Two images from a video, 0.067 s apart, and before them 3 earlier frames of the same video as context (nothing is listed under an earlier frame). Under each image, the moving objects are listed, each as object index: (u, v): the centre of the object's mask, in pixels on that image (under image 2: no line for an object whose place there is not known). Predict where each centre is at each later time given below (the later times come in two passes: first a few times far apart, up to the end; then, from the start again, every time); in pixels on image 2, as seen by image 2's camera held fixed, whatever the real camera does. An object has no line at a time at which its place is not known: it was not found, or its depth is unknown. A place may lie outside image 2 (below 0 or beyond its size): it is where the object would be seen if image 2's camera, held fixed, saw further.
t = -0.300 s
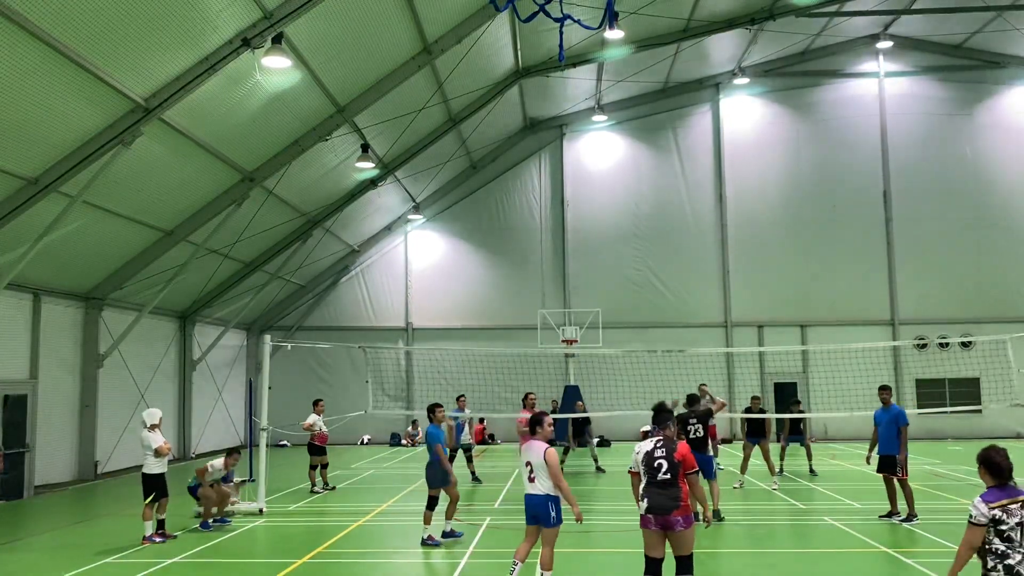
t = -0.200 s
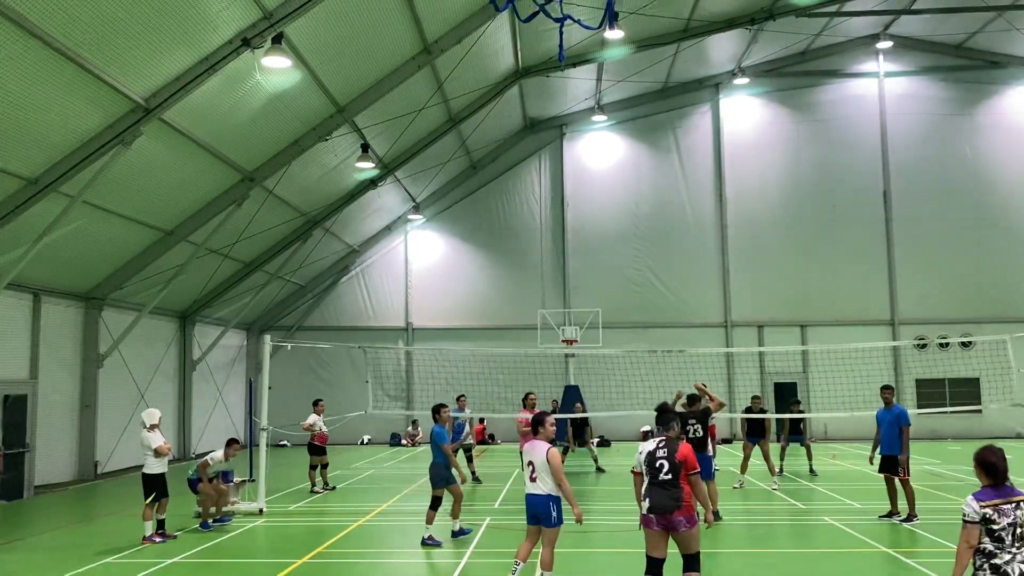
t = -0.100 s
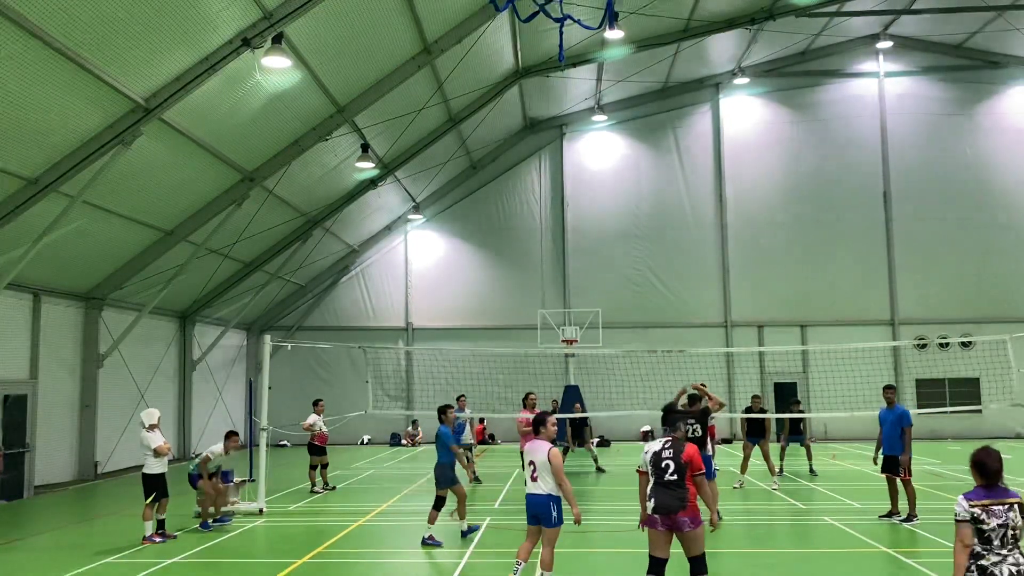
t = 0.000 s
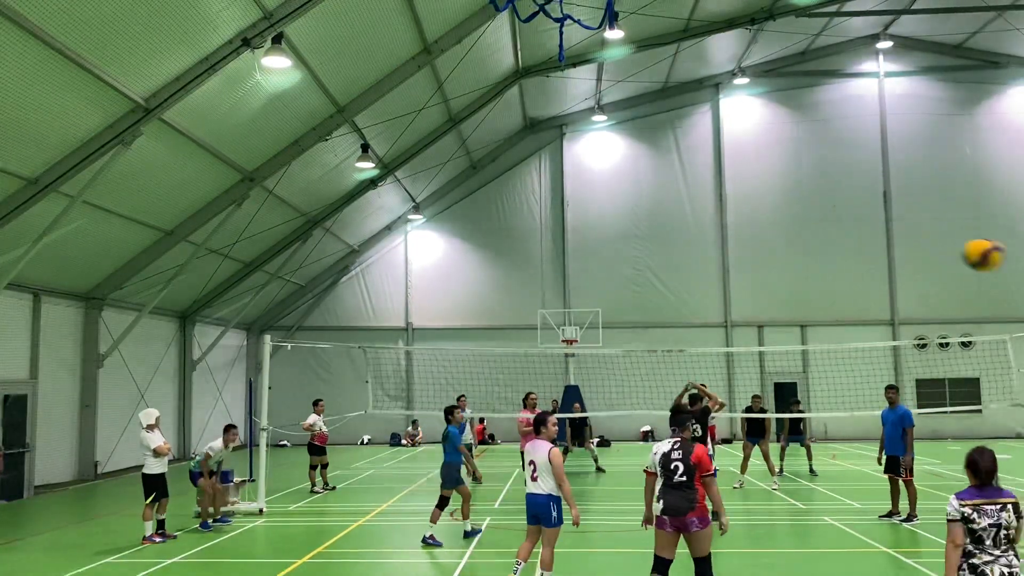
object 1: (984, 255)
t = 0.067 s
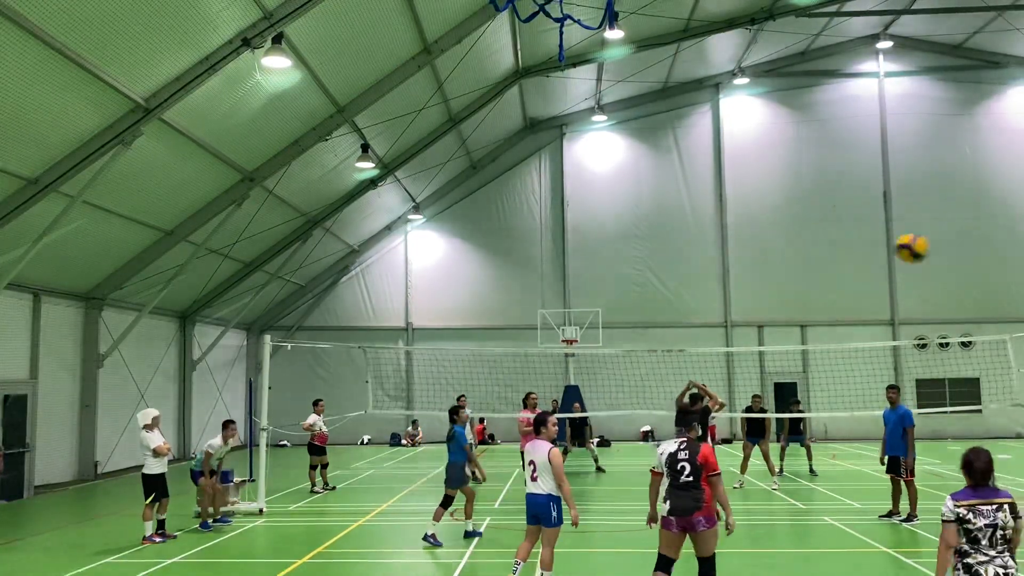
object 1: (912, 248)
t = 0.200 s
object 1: (817, 256)
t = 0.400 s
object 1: (737, 291)
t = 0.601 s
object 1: (691, 339)
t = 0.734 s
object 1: (677, 354)
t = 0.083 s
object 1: (897, 248)
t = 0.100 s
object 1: (882, 248)
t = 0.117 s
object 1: (870, 248)
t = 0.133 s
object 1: (858, 250)
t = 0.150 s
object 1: (846, 251)
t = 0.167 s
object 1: (837, 252)
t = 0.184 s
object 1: (827, 253)
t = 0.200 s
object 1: (817, 256)
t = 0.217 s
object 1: (809, 258)
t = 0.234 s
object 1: (800, 260)
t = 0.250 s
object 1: (792, 263)
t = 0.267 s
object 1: (785, 266)
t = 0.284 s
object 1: (778, 268)
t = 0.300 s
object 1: (771, 271)
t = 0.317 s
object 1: (765, 274)
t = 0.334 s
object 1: (758, 278)
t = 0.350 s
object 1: (752, 281)
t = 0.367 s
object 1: (747, 284)
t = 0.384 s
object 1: (742, 287)
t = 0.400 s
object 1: (737, 291)
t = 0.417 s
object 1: (733, 294)
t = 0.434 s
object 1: (728, 298)
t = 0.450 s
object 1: (723, 302)
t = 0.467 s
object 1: (718, 306)
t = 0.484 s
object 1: (715, 310)
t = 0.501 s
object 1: (711, 313)
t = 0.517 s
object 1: (707, 316)
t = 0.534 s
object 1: (704, 321)
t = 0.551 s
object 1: (701, 326)
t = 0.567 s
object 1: (697, 330)
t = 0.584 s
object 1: (694, 334)
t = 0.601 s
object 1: (691, 339)
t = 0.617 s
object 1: (688, 343)
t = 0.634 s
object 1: (686, 346)
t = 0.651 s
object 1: (684, 348)
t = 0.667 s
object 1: (683, 349)
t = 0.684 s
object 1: (681, 350)
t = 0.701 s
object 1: (680, 351)
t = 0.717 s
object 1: (677, 353)
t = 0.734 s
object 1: (677, 354)
